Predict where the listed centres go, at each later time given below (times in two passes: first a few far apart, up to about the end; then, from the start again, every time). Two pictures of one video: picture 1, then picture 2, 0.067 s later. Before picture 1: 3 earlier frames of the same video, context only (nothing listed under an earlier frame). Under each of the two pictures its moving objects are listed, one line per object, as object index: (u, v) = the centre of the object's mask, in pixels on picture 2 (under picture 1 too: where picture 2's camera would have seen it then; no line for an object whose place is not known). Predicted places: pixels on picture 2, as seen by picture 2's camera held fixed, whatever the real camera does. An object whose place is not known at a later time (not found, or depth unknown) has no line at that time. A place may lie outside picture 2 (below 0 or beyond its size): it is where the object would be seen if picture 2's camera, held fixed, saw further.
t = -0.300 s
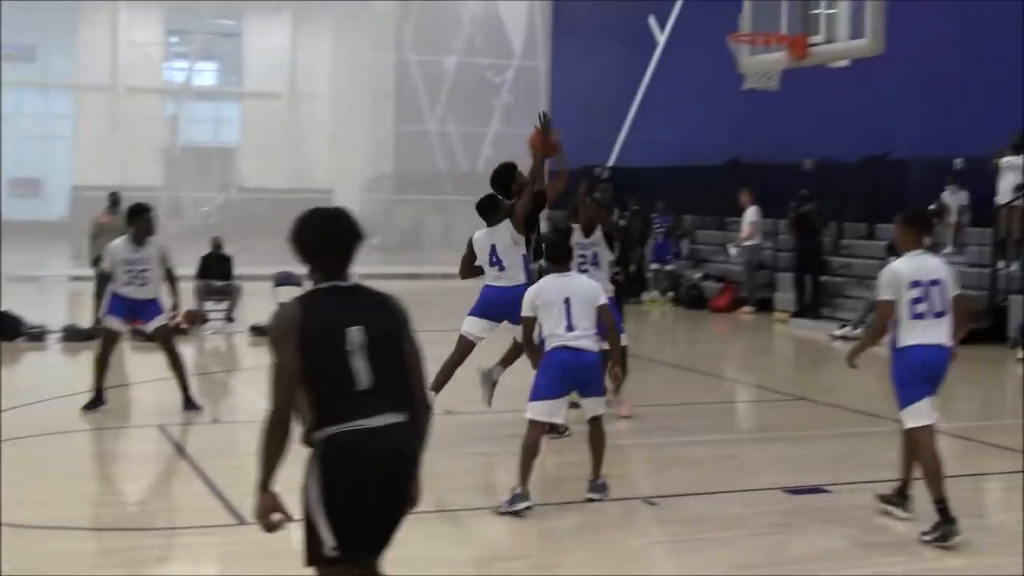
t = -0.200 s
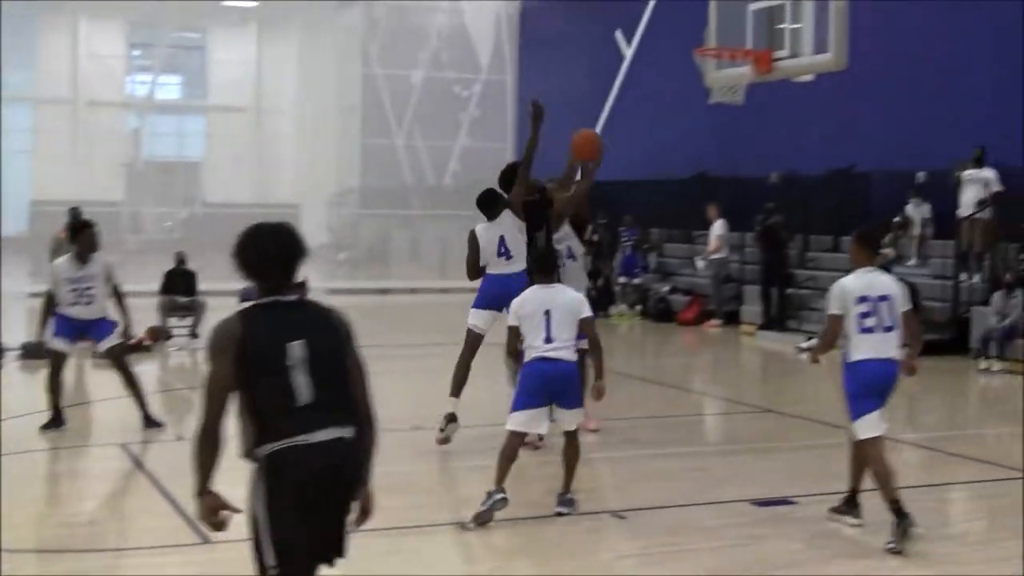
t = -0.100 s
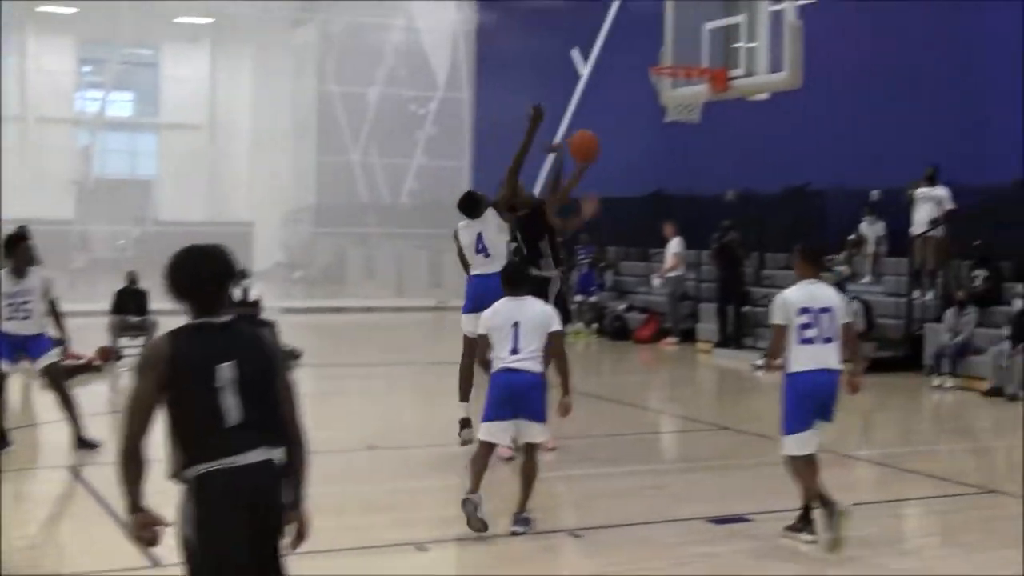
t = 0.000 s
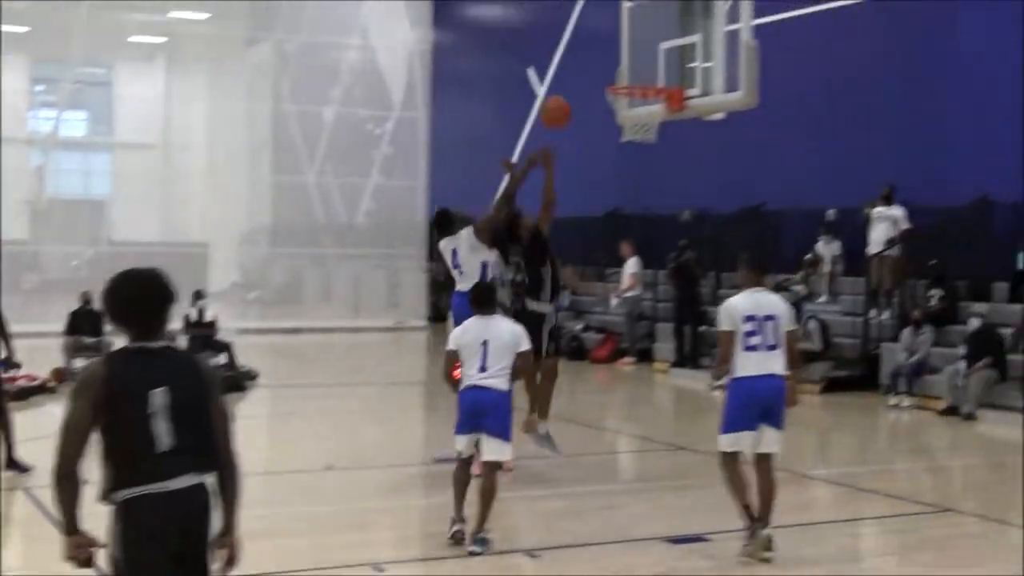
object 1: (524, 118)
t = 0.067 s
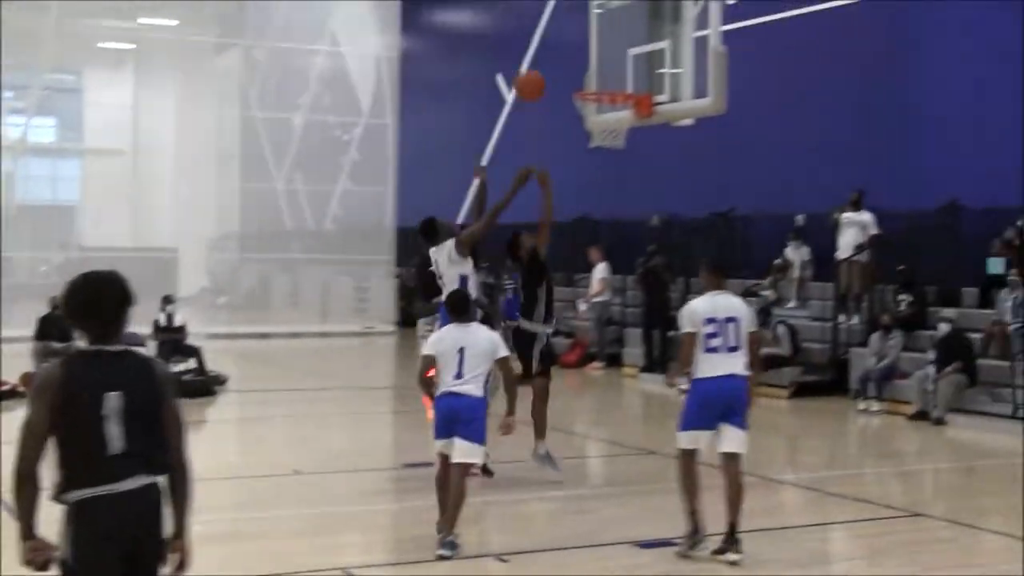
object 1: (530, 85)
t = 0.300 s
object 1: (549, 22)
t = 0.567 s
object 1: (566, 32)
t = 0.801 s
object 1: (563, 89)
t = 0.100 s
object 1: (532, 72)
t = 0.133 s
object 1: (536, 62)
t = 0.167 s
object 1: (538, 49)
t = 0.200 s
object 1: (541, 40)
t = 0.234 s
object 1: (544, 32)
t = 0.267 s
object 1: (547, 27)
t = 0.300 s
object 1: (549, 22)
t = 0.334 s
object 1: (551, 19)
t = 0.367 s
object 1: (553, 17)
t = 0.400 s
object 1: (555, 16)
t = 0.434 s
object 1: (557, 17)
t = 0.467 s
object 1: (559, 19)
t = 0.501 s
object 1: (561, 22)
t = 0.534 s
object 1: (563, 27)
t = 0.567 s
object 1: (566, 32)
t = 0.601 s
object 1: (568, 38)
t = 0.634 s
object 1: (571, 46)
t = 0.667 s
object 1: (571, 54)
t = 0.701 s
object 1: (570, 61)
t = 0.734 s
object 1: (568, 69)
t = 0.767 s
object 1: (565, 79)
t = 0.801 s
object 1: (563, 89)
